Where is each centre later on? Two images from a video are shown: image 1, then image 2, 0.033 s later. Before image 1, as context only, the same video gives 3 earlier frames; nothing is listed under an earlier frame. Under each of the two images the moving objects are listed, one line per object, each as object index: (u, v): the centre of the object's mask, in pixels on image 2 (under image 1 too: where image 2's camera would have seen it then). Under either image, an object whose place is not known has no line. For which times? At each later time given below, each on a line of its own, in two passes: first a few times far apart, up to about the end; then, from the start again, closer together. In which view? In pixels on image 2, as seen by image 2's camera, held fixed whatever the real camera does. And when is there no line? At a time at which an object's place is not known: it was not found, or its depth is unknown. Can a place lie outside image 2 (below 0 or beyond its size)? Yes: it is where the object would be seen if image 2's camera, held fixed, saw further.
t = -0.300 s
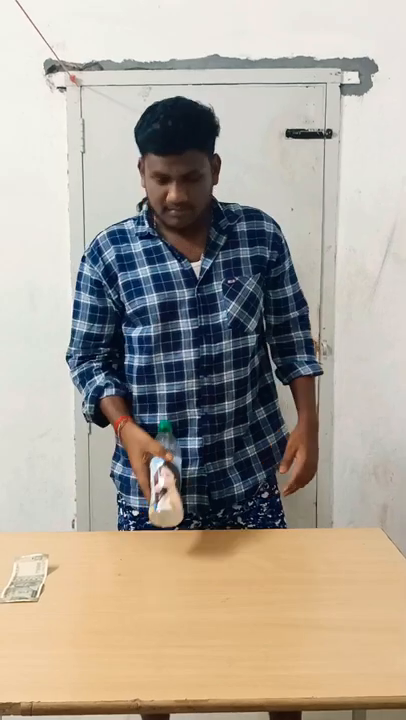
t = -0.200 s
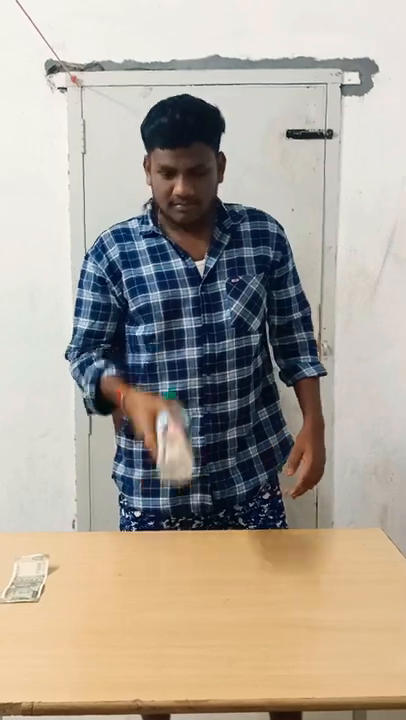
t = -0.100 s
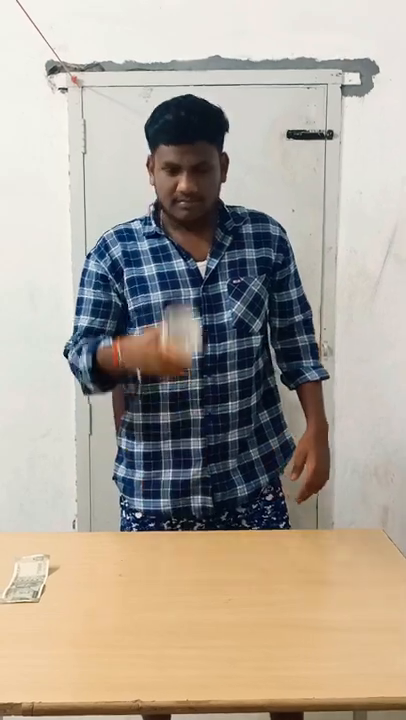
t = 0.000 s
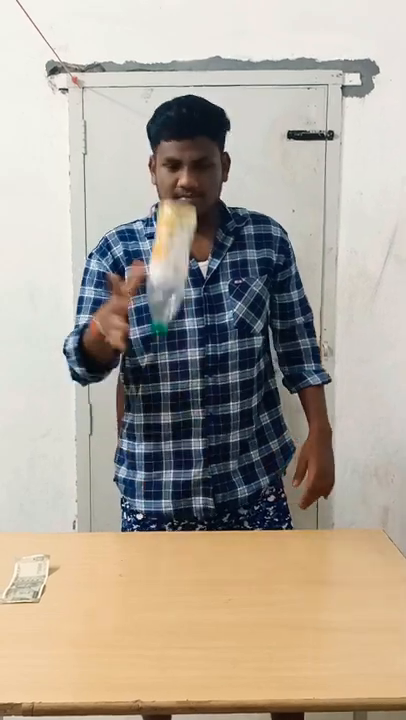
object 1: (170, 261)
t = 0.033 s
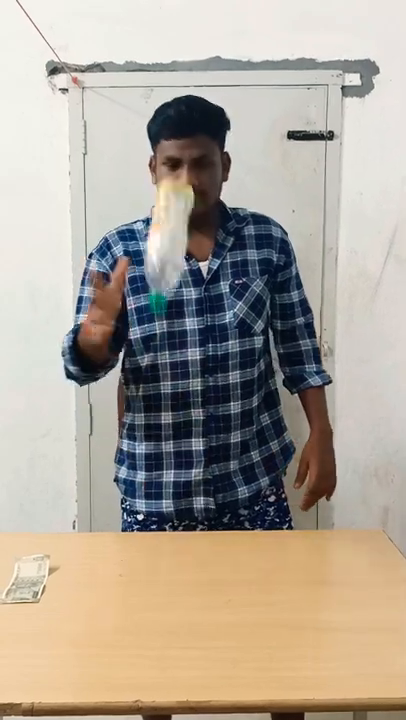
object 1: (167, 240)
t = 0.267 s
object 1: (158, 222)
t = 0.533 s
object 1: (146, 495)
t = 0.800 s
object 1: (146, 498)
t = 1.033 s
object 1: (146, 496)
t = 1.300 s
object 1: (142, 494)
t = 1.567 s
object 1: (141, 495)
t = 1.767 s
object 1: (142, 494)
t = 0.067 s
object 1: (166, 220)
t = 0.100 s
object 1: (165, 202)
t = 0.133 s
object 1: (166, 191)
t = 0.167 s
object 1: (165, 188)
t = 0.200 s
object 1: (161, 195)
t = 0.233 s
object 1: (160, 204)
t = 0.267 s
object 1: (158, 222)
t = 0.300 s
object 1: (157, 248)
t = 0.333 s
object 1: (155, 279)
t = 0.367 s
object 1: (153, 319)
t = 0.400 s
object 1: (150, 364)
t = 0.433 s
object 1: (148, 415)
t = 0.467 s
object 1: (146, 465)
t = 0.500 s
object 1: (145, 508)
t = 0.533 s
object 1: (146, 495)
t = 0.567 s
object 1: (145, 487)
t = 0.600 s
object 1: (144, 485)
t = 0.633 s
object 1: (144, 486)
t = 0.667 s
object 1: (144, 491)
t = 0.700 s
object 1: (145, 501)
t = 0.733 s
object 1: (145, 500)
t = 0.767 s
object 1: (147, 500)
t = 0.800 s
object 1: (146, 498)
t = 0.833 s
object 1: (144, 495)
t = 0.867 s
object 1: (143, 493)
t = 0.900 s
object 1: (142, 493)
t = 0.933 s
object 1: (142, 493)
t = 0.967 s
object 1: (142, 494)
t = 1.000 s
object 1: (145, 495)
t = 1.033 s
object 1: (146, 496)
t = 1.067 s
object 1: (145, 495)
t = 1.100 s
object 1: (142, 494)
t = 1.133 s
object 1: (141, 493)
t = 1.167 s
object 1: (142, 494)
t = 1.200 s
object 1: (142, 495)
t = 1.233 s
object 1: (142, 495)
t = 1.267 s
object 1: (142, 495)
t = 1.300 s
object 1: (142, 494)
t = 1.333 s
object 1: (141, 496)
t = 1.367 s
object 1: (141, 495)
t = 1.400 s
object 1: (141, 496)
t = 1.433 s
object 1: (141, 495)
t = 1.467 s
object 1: (141, 495)
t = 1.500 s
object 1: (141, 496)
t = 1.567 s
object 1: (141, 495)
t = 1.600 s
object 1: (141, 495)
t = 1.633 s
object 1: (141, 494)
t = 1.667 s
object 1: (141, 494)
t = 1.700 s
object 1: (141, 495)
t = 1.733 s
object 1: (141, 494)
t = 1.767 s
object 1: (142, 494)
